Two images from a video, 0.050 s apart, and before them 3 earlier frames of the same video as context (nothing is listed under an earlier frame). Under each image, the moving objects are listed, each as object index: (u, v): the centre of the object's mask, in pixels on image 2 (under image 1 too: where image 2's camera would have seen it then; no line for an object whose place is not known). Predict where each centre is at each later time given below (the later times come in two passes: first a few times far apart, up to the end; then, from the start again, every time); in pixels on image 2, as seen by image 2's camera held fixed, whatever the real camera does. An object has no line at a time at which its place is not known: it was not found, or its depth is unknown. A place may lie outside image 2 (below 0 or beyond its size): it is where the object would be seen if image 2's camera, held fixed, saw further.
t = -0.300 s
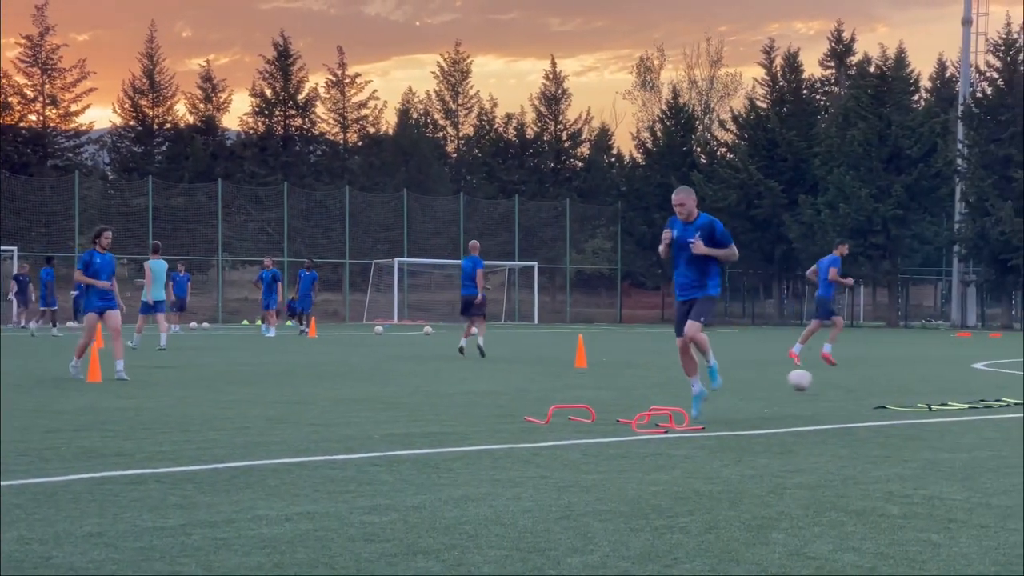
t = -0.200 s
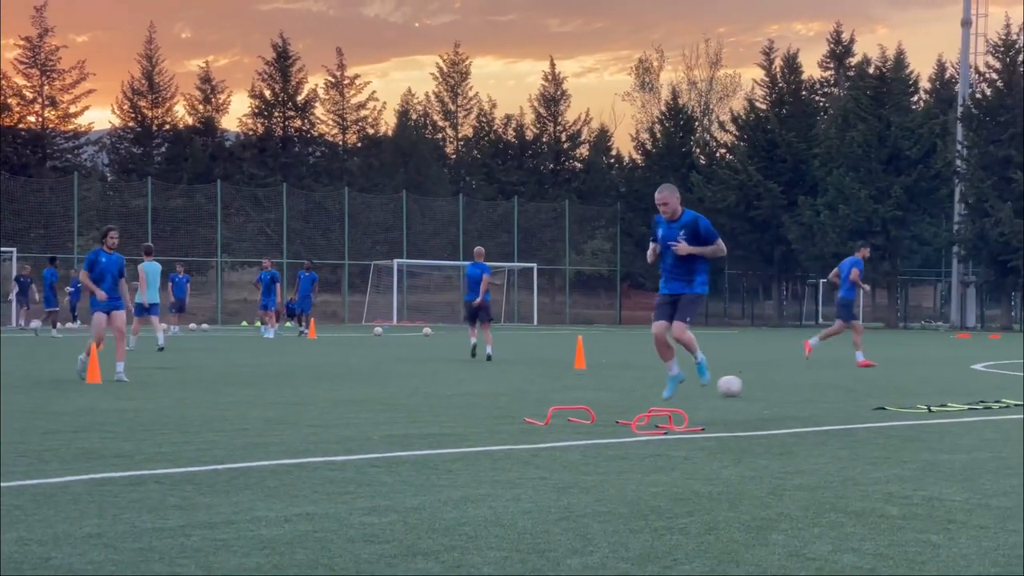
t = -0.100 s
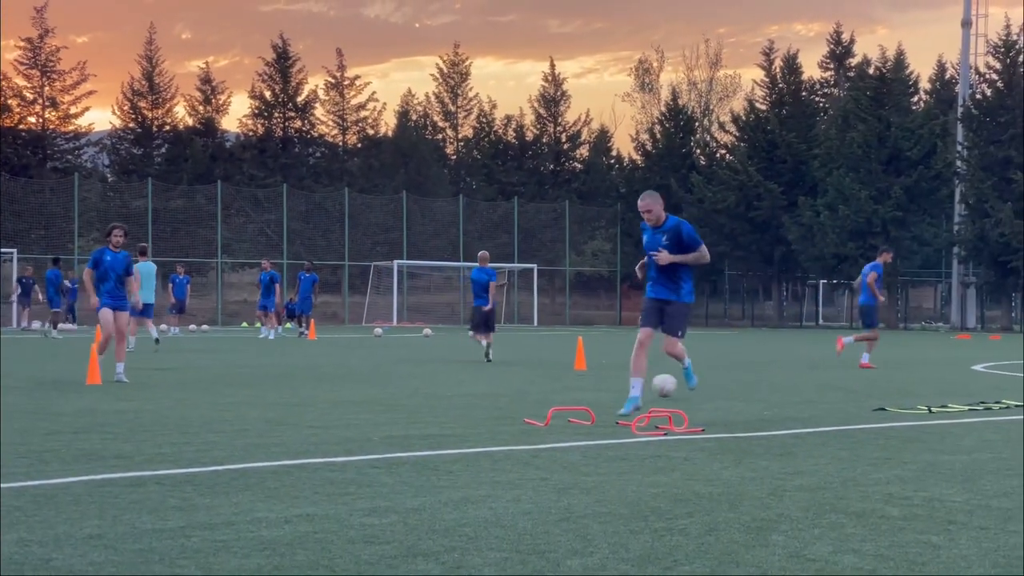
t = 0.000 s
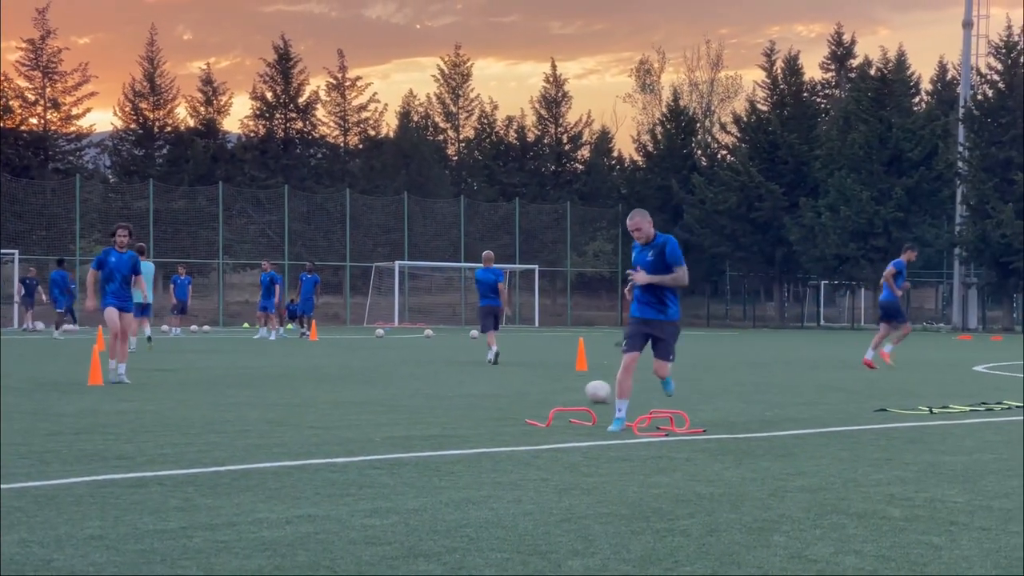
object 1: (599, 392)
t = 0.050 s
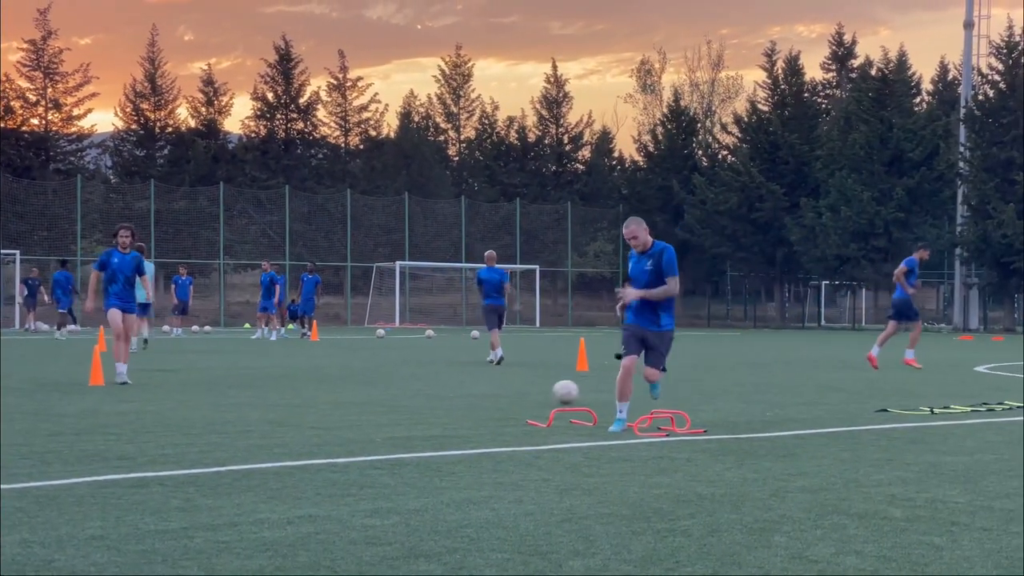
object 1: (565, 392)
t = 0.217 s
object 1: (453, 397)
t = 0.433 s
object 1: (299, 402)
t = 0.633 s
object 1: (148, 407)
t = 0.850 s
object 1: (-24, 410)
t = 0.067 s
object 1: (555, 391)
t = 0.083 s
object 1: (543, 393)
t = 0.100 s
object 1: (532, 394)
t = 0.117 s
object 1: (521, 395)
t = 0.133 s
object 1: (510, 396)
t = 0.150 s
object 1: (498, 396)
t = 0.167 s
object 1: (486, 396)
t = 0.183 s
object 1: (475, 396)
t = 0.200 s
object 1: (464, 396)
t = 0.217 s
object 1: (453, 397)
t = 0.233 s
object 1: (441, 397)
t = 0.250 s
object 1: (429, 398)
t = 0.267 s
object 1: (417, 399)
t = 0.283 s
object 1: (406, 398)
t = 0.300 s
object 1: (394, 397)
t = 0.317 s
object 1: (383, 397)
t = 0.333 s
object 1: (371, 396)
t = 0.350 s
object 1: (359, 397)
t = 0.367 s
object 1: (348, 397)
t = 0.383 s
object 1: (336, 399)
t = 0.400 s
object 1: (323, 400)
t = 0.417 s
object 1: (312, 402)
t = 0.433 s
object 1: (299, 402)
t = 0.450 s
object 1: (287, 402)
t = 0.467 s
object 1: (275, 401)
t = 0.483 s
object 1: (263, 401)
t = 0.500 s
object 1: (251, 400)
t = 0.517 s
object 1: (238, 401)
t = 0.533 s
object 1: (226, 401)
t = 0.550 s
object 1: (213, 402)
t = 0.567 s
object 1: (200, 403)
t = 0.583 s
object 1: (188, 405)
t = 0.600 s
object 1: (175, 407)
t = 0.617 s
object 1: (161, 407)
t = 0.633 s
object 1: (148, 407)
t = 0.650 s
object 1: (135, 406)
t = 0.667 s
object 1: (121, 405)
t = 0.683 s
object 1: (108, 405)
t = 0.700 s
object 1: (94, 406)
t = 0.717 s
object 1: (81, 407)
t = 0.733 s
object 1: (67, 408)
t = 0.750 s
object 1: (53, 410)
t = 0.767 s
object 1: (39, 412)
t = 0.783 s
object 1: (24, 414)
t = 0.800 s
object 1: (10, 414)
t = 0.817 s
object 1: (-5, 413)
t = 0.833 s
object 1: (-17, 413)
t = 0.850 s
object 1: (-24, 410)
